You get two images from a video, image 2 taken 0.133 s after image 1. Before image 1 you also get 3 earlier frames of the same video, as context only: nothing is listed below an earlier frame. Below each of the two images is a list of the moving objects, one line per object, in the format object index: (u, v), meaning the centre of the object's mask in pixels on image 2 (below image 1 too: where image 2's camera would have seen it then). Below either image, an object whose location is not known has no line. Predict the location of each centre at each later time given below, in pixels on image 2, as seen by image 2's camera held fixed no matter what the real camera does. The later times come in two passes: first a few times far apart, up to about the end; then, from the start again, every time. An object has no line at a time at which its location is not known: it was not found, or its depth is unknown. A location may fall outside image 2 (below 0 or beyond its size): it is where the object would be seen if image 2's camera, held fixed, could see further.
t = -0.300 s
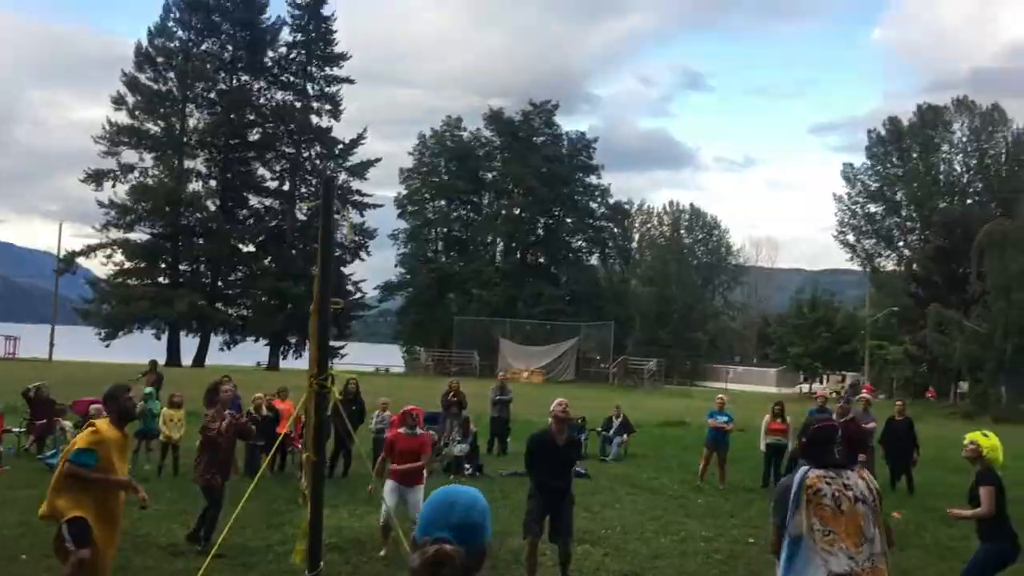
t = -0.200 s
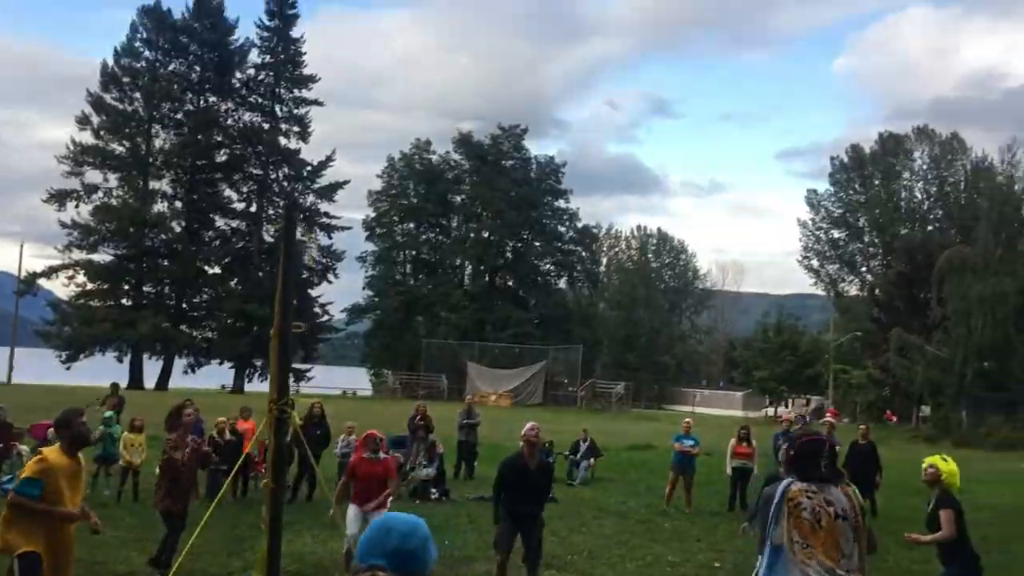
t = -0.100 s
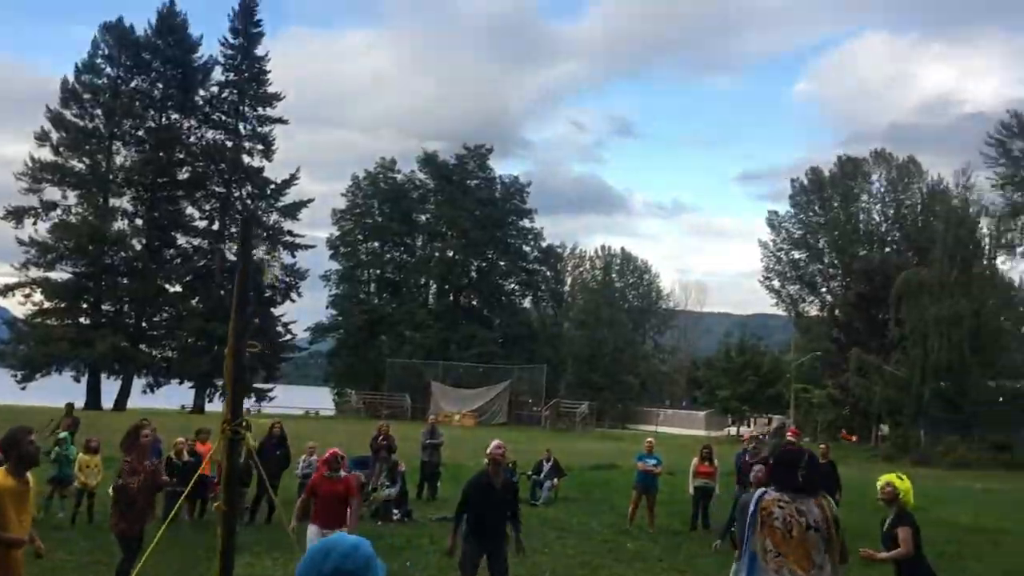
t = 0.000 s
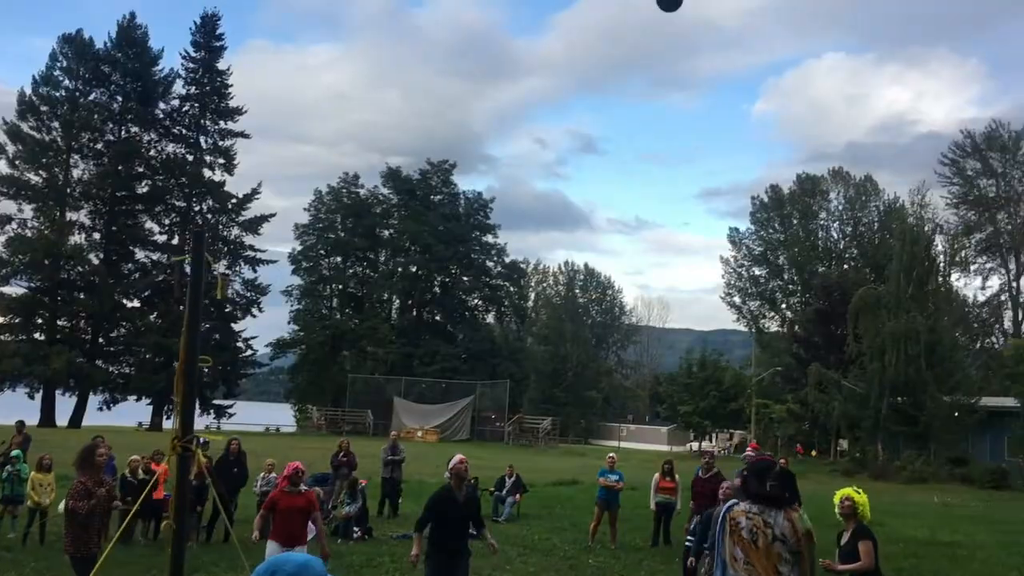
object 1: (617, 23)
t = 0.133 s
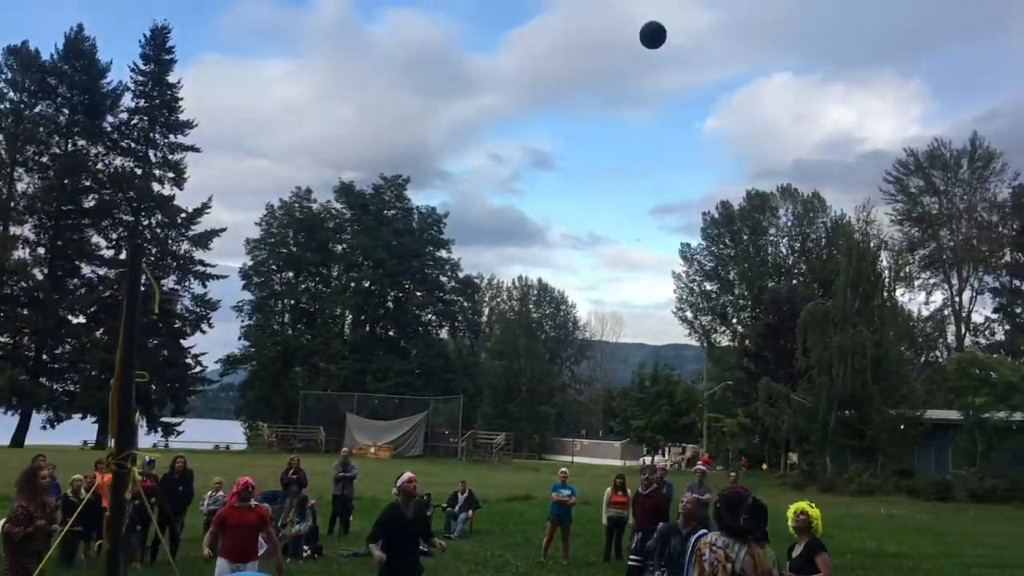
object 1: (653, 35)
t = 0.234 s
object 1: (678, 64)
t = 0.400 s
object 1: (720, 142)
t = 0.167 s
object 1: (661, 44)
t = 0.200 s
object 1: (670, 53)
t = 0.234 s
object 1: (678, 64)
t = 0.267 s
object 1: (687, 77)
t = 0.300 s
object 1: (694, 92)
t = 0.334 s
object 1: (702, 107)
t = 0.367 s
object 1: (711, 124)
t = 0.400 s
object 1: (720, 142)
